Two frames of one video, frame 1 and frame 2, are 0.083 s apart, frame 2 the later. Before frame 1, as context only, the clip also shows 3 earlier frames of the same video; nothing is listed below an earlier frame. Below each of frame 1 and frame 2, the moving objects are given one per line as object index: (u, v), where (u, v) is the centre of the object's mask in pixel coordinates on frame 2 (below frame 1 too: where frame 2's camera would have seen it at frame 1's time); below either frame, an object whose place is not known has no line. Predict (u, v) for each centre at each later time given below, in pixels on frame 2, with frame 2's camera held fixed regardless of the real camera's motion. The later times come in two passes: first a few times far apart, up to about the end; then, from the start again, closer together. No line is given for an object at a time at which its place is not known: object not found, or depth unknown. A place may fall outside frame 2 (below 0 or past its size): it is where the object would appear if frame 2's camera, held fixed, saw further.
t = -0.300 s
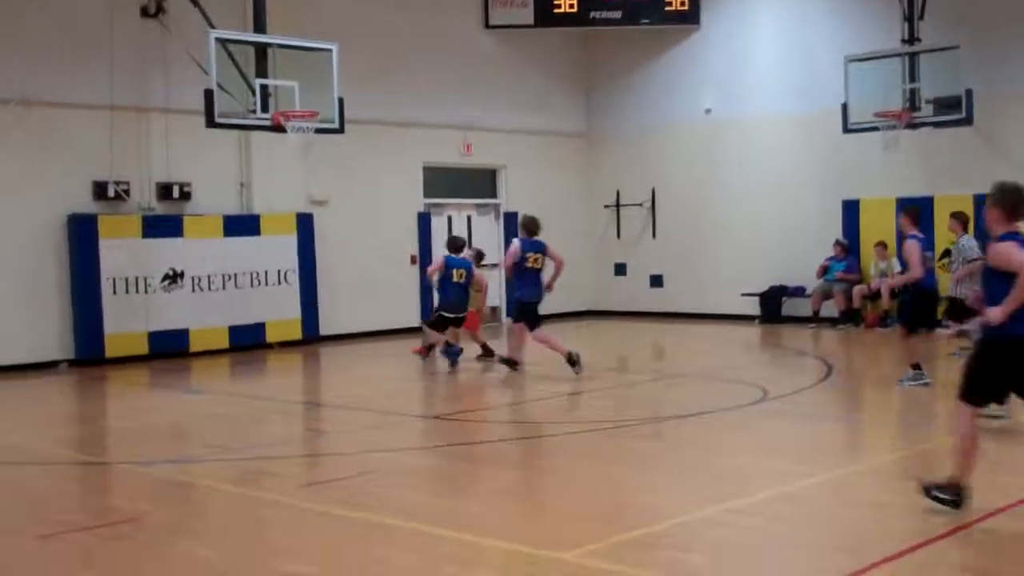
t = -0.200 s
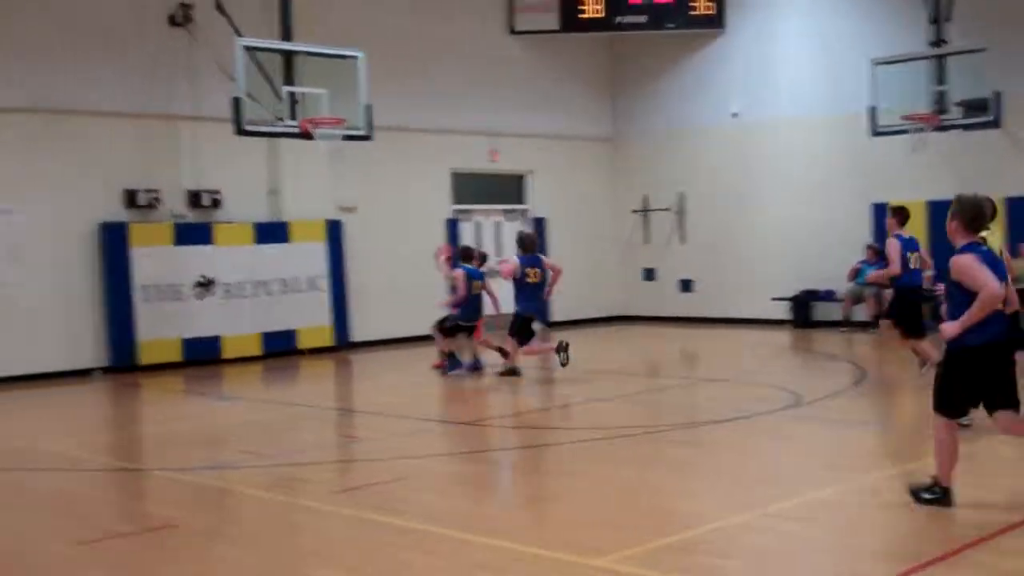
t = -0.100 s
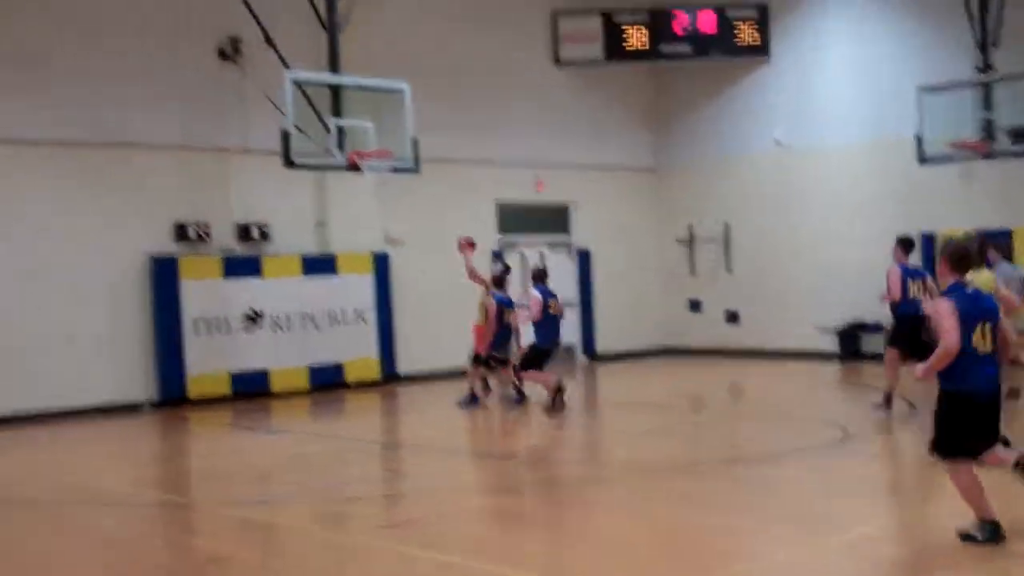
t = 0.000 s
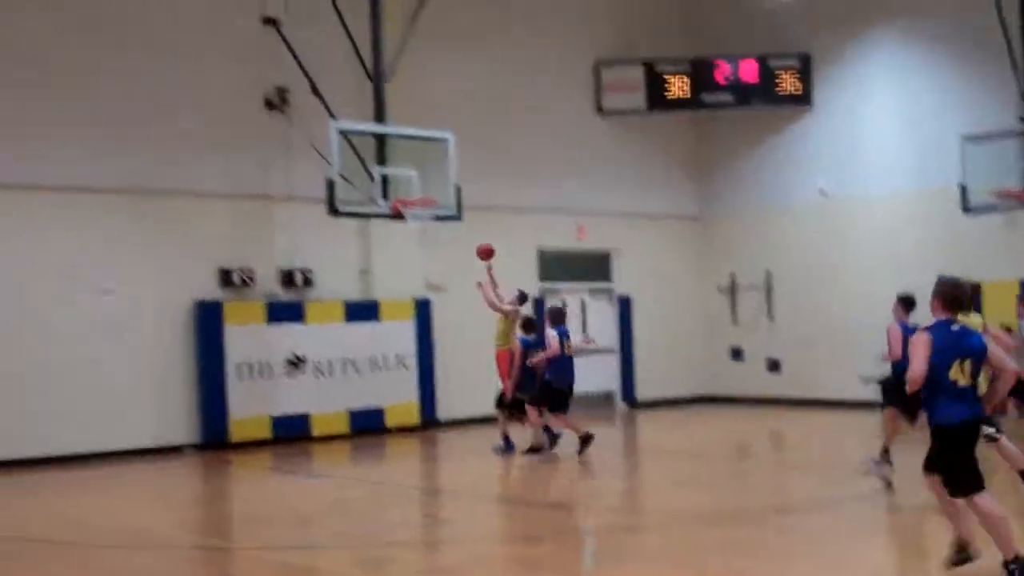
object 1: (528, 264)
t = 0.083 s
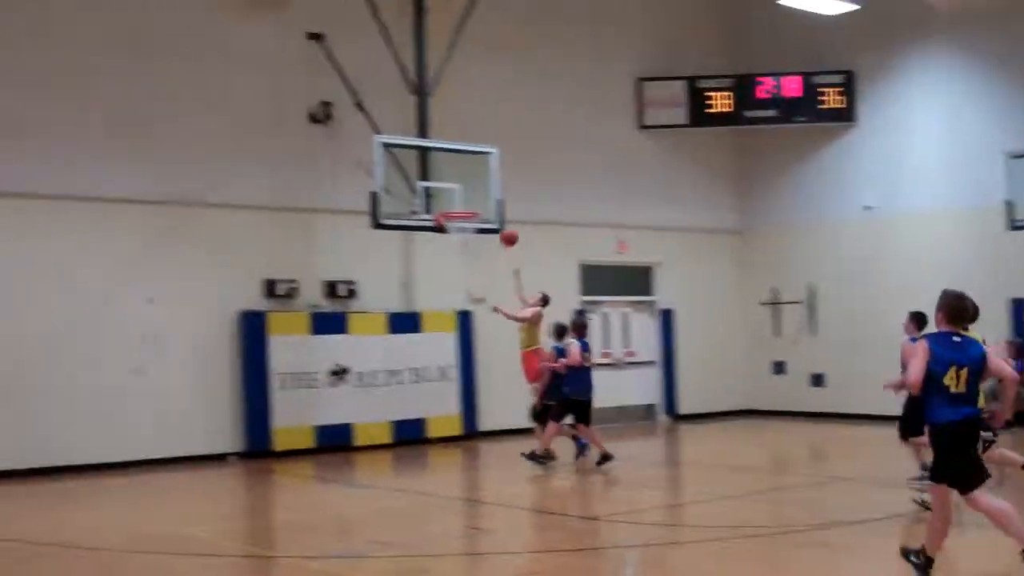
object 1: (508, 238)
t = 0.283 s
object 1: (470, 194)
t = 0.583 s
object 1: (465, 201)
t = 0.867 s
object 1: (461, 206)
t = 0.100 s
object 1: (506, 233)
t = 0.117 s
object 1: (503, 228)
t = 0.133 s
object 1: (499, 224)
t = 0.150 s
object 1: (496, 222)
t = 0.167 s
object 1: (491, 216)
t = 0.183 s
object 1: (488, 212)
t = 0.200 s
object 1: (485, 208)
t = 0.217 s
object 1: (481, 206)
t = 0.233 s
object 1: (478, 202)
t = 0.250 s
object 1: (475, 199)
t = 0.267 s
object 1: (471, 196)
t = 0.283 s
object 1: (470, 194)
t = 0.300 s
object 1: (470, 193)
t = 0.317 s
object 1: (470, 192)
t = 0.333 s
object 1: (470, 191)
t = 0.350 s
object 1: (470, 190)
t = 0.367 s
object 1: (469, 190)
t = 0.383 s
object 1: (469, 189)
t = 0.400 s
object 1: (468, 189)
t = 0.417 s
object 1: (468, 189)
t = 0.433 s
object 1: (468, 189)
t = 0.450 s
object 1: (468, 189)
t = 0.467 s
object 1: (467, 190)
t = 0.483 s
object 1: (467, 190)
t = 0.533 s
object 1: (466, 195)
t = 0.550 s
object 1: (466, 196)
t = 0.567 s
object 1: (466, 198)
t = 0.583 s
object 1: (465, 201)
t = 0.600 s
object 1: (465, 204)
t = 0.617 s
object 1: (465, 204)
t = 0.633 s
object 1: (464, 203)
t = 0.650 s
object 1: (464, 203)
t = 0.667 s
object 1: (464, 203)
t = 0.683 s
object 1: (464, 203)
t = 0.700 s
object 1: (463, 203)
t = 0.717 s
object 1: (463, 203)
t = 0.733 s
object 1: (463, 203)
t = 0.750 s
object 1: (462, 204)
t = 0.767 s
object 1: (461, 204)
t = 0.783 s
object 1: (461, 204)
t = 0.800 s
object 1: (461, 204)
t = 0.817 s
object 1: (460, 205)
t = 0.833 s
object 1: (460, 205)
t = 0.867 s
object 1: (461, 206)
